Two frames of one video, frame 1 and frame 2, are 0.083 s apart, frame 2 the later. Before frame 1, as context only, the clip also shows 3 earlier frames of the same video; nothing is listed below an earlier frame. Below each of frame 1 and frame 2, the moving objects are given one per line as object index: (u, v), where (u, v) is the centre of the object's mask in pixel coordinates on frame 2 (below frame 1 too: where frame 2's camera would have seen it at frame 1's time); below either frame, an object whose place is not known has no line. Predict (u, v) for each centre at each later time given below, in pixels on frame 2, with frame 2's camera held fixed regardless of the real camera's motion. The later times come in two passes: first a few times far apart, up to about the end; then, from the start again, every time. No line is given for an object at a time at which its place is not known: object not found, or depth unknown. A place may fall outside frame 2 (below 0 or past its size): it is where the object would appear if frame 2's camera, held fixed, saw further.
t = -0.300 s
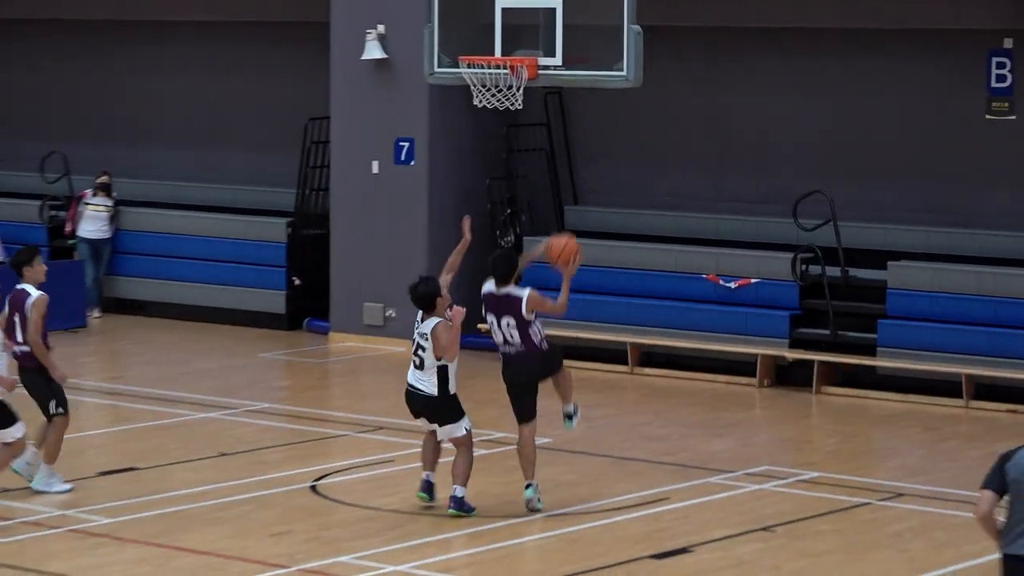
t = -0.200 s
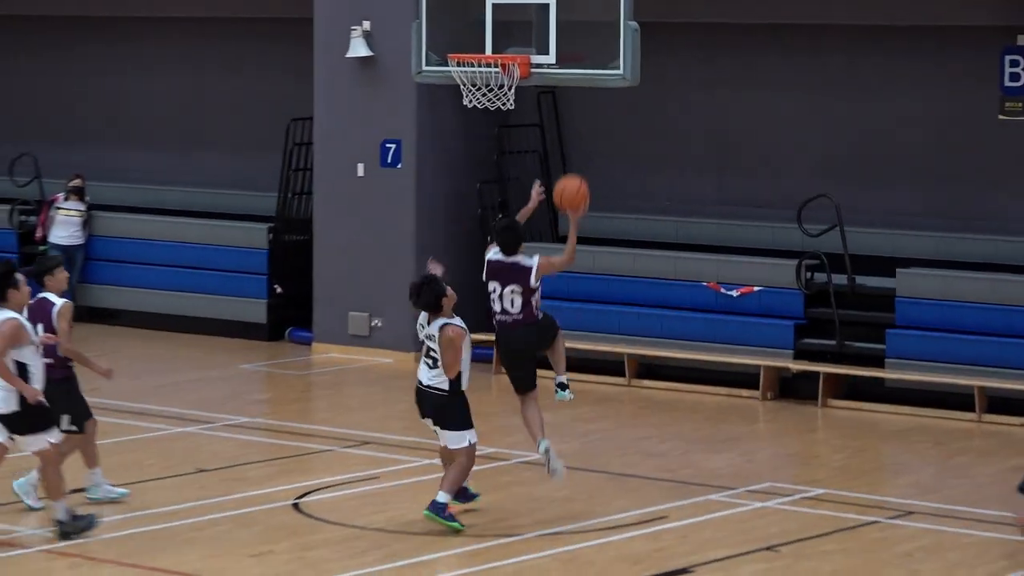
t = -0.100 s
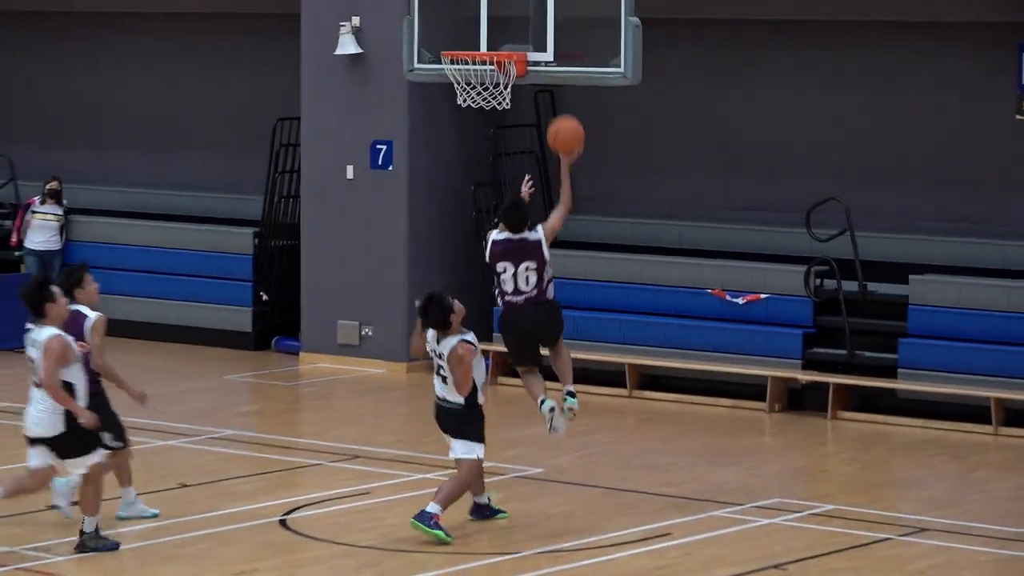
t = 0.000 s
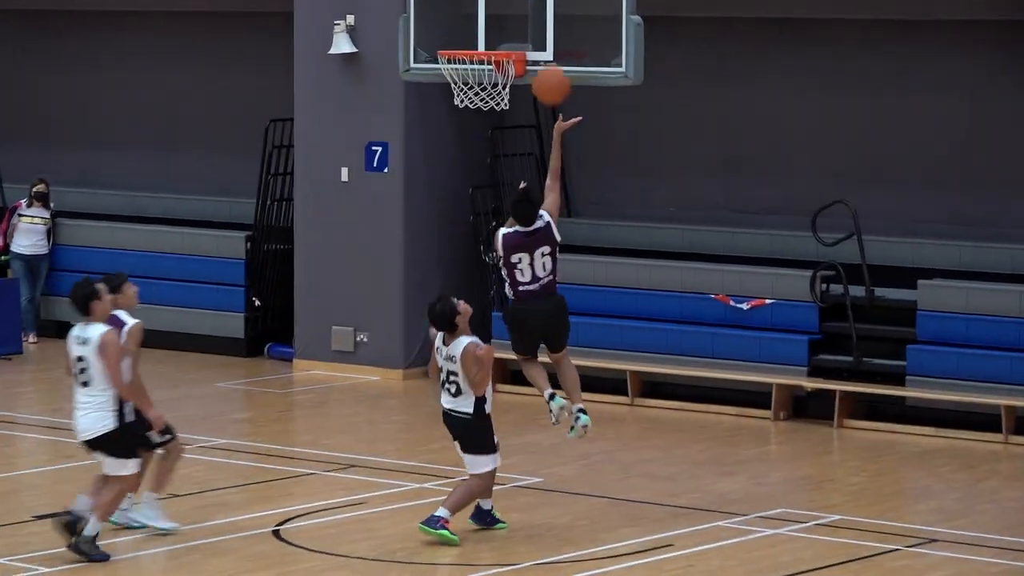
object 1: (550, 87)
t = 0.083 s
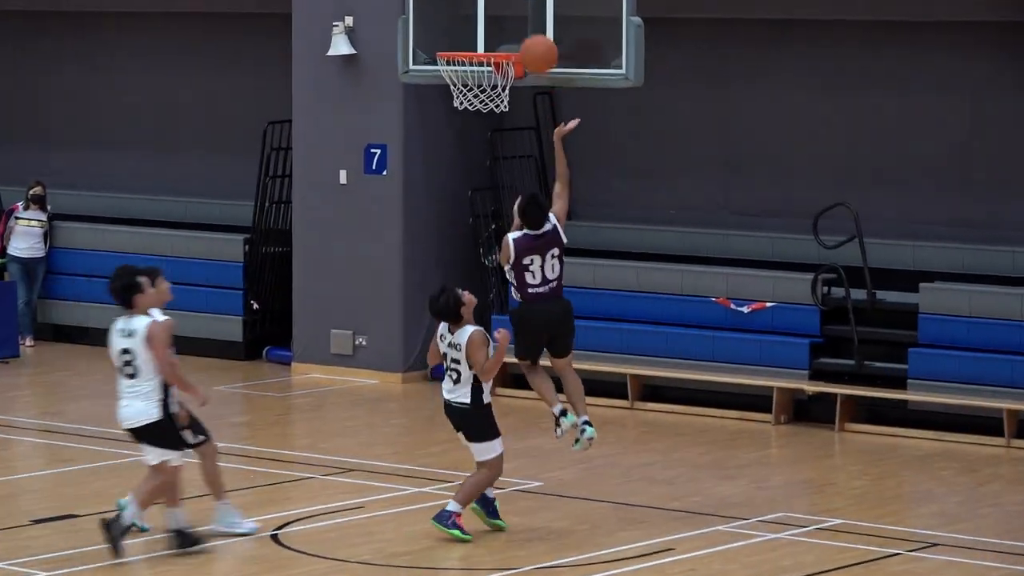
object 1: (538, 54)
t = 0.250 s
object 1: (511, 25)
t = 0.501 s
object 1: (455, 40)
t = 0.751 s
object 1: (482, 39)
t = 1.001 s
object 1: (500, 36)
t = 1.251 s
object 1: (482, 35)
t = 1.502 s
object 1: (455, 36)
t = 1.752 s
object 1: (469, 49)
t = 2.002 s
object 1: (500, 87)
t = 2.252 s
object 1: (511, 194)
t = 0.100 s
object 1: (536, 48)
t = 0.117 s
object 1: (533, 44)
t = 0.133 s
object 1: (531, 40)
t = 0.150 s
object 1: (528, 36)
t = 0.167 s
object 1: (526, 33)
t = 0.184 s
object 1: (523, 30)
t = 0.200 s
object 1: (521, 28)
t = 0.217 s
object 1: (519, 26)
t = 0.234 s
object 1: (515, 25)
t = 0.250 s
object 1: (511, 25)
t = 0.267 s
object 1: (507, 25)
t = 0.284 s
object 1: (503, 25)
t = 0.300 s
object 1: (499, 26)
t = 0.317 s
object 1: (495, 27)
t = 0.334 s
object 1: (491, 29)
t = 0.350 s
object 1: (486, 31)
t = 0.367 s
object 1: (482, 34)
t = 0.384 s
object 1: (478, 36)
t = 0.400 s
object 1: (473, 38)
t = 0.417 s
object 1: (470, 39)
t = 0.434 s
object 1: (467, 39)
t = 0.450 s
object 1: (464, 38)
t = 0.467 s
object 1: (461, 39)
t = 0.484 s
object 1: (458, 39)
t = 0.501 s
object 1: (455, 40)
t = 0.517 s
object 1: (453, 41)
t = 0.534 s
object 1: (453, 41)
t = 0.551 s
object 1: (454, 41)
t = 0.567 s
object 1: (454, 41)
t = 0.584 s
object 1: (454, 41)
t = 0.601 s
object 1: (455, 41)
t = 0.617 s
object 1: (457, 41)
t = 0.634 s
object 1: (460, 40)
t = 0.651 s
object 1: (463, 40)
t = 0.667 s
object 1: (466, 41)
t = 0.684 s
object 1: (469, 41)
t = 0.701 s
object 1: (472, 40)
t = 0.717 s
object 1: (476, 40)
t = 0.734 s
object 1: (479, 39)
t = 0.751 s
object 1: (482, 39)
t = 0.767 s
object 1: (484, 39)
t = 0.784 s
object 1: (487, 38)
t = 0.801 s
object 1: (490, 38)
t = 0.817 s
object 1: (492, 38)
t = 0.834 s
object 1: (494, 37)
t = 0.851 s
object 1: (495, 37)
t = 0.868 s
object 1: (497, 37)
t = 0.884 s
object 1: (499, 37)
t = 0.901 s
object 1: (500, 37)
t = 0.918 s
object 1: (500, 37)
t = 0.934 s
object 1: (500, 37)
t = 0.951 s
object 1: (501, 37)
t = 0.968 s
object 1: (501, 36)
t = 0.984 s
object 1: (501, 36)
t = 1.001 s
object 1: (500, 36)
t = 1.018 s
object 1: (500, 36)
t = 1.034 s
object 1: (500, 36)
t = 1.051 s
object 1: (499, 36)
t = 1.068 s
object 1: (498, 36)
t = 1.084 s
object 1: (497, 35)
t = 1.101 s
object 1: (496, 36)
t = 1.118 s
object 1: (495, 35)
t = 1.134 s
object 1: (494, 35)
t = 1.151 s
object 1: (492, 35)
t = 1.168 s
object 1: (491, 35)
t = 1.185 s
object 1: (489, 35)
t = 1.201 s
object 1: (488, 35)
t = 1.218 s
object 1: (486, 35)
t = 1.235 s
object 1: (484, 35)
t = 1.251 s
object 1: (482, 35)
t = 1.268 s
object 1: (480, 35)
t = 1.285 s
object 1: (478, 35)
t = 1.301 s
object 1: (477, 35)
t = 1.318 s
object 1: (475, 35)
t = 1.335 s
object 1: (473, 35)
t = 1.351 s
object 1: (471, 35)
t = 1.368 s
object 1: (469, 35)
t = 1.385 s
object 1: (467, 35)
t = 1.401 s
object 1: (465, 35)
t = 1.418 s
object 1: (463, 35)
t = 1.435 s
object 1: (462, 35)
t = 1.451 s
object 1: (460, 35)
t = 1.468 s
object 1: (458, 36)
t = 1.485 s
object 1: (457, 36)
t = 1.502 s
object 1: (455, 36)
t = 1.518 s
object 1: (454, 36)
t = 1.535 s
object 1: (454, 37)
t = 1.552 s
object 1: (453, 37)
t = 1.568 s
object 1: (452, 38)
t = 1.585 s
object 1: (452, 38)
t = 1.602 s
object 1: (452, 38)
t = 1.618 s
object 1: (453, 39)
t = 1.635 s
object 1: (453, 39)
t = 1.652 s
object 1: (454, 39)
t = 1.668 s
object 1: (456, 40)
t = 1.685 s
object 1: (458, 40)
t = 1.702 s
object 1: (460, 41)
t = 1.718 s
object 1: (464, 41)
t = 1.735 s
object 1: (467, 42)
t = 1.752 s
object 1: (469, 49)
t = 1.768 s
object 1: (472, 43)
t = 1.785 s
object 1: (476, 51)
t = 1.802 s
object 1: (478, 51)
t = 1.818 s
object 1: (483, 55)
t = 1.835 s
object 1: (484, 56)
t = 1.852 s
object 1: (485, 57)
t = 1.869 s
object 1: (487, 60)
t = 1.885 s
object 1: (489, 63)
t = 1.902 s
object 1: (490, 67)
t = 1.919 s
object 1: (492, 72)
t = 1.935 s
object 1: (494, 74)
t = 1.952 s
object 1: (497, 77)
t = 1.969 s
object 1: (498, 80)
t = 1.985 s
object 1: (500, 84)
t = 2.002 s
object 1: (500, 87)
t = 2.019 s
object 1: (500, 96)
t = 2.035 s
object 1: (503, 107)
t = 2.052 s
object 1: (503, 110)
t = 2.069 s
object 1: (504, 109)
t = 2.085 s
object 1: (505, 115)
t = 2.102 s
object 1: (505, 120)
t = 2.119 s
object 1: (506, 126)
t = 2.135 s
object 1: (506, 133)
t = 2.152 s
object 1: (507, 141)
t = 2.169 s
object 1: (508, 149)
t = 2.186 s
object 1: (508, 157)
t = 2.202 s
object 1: (509, 166)
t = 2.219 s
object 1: (509, 175)
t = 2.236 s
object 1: (510, 184)
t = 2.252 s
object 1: (511, 194)
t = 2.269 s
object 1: (511, 204)
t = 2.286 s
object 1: (512, 215)
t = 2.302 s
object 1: (513, 225)
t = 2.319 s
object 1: (513, 238)
